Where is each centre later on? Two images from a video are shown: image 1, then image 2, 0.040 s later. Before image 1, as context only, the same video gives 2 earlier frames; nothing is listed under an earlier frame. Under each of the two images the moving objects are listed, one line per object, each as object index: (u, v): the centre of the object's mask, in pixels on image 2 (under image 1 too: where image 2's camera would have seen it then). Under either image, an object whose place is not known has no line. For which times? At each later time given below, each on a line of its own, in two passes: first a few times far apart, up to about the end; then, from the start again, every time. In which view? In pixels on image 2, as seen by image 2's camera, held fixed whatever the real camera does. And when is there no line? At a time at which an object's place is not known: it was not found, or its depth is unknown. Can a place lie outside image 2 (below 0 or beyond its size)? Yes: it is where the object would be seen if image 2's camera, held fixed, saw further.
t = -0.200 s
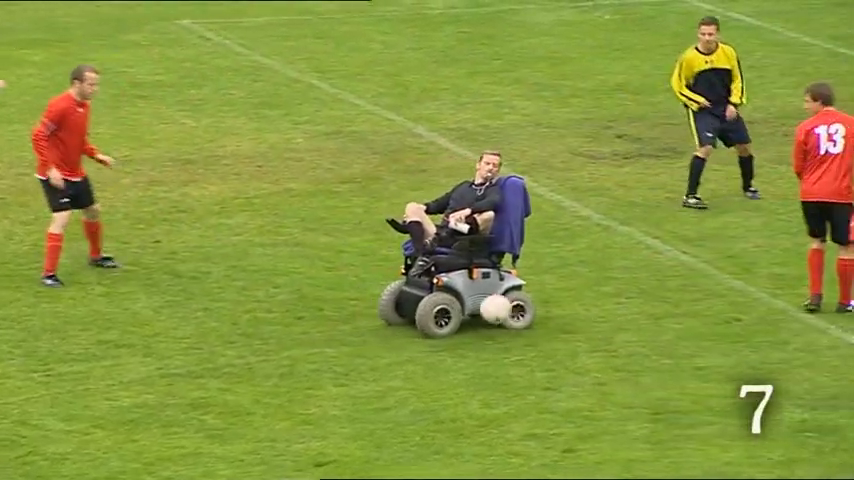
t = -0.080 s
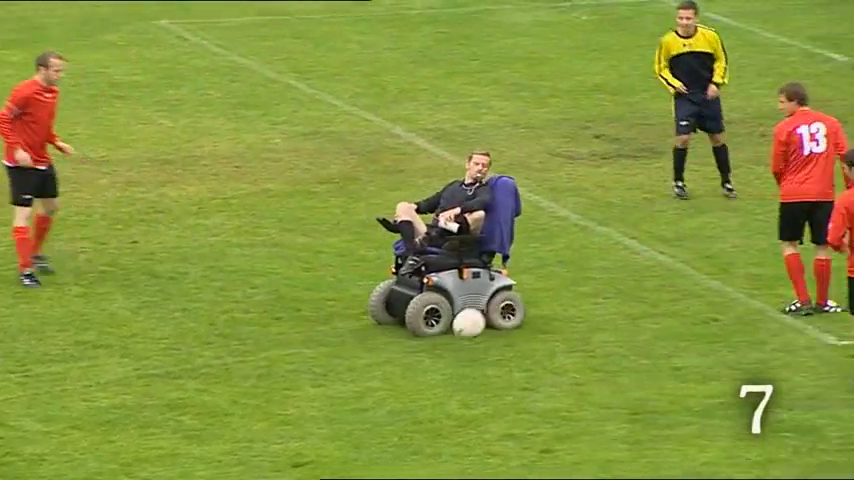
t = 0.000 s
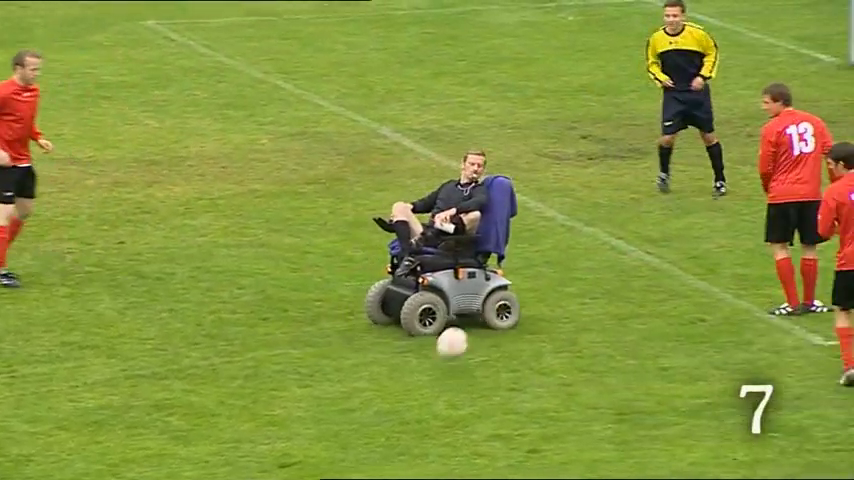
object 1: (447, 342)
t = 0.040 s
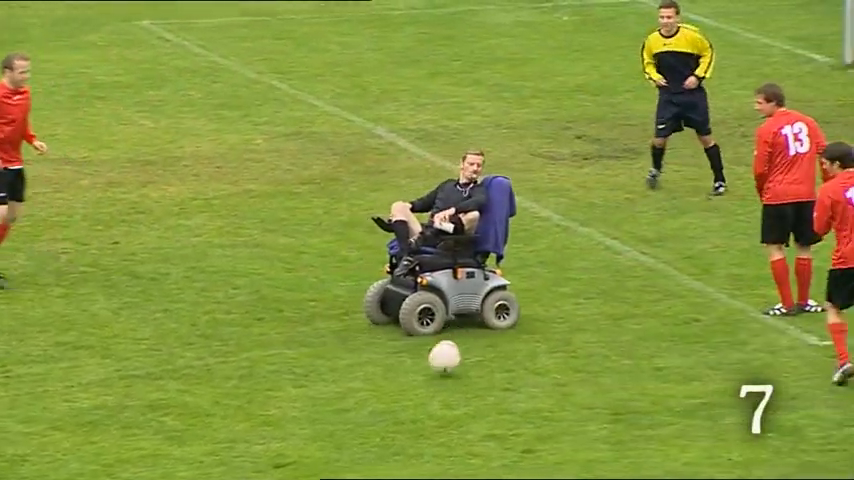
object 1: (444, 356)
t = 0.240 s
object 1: (427, 377)
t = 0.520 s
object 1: (398, 406)
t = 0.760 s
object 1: (373, 419)
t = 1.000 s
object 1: (348, 434)
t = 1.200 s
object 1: (331, 443)
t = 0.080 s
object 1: (442, 368)
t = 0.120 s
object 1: (438, 368)
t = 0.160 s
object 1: (434, 368)
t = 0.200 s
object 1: (431, 372)
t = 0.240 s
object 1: (427, 377)
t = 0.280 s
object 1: (423, 384)
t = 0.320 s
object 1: (420, 392)
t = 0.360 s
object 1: (414, 392)
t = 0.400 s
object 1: (410, 394)
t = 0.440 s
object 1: (406, 398)
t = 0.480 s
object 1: (402, 402)
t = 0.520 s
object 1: (398, 406)
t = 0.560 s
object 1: (393, 407)
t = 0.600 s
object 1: (389, 409)
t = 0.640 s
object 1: (385, 412)
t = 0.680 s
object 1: (381, 416)
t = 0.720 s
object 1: (377, 417)
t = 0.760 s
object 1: (373, 419)
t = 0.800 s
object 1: (368, 422)
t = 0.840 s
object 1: (364, 426)
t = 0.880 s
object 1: (360, 427)
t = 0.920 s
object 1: (356, 428)
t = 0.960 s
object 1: (353, 430)
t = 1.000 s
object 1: (348, 434)
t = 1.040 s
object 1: (345, 435)
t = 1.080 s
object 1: (341, 437)
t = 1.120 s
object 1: (337, 440)
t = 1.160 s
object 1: (334, 443)
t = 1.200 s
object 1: (331, 443)
